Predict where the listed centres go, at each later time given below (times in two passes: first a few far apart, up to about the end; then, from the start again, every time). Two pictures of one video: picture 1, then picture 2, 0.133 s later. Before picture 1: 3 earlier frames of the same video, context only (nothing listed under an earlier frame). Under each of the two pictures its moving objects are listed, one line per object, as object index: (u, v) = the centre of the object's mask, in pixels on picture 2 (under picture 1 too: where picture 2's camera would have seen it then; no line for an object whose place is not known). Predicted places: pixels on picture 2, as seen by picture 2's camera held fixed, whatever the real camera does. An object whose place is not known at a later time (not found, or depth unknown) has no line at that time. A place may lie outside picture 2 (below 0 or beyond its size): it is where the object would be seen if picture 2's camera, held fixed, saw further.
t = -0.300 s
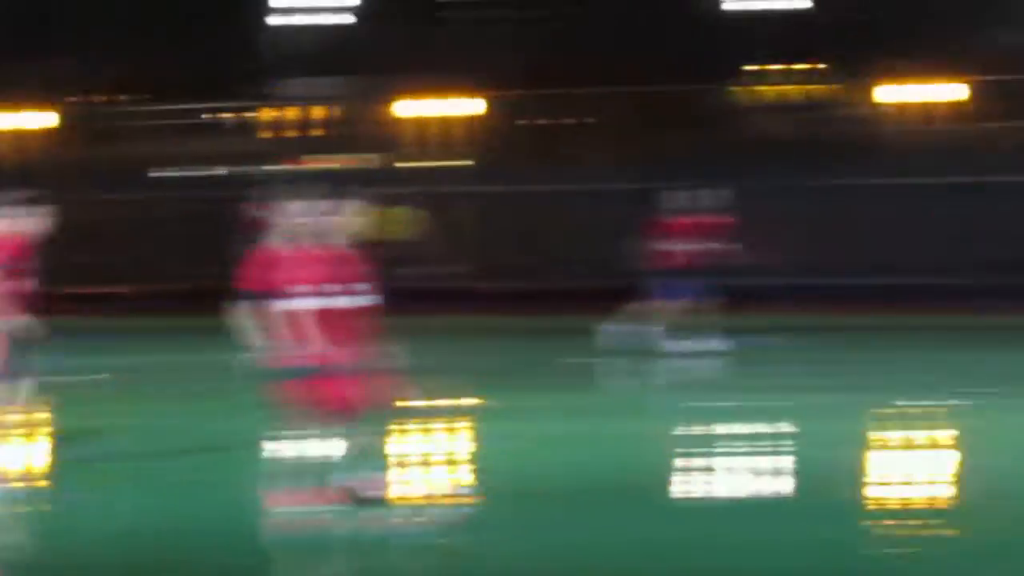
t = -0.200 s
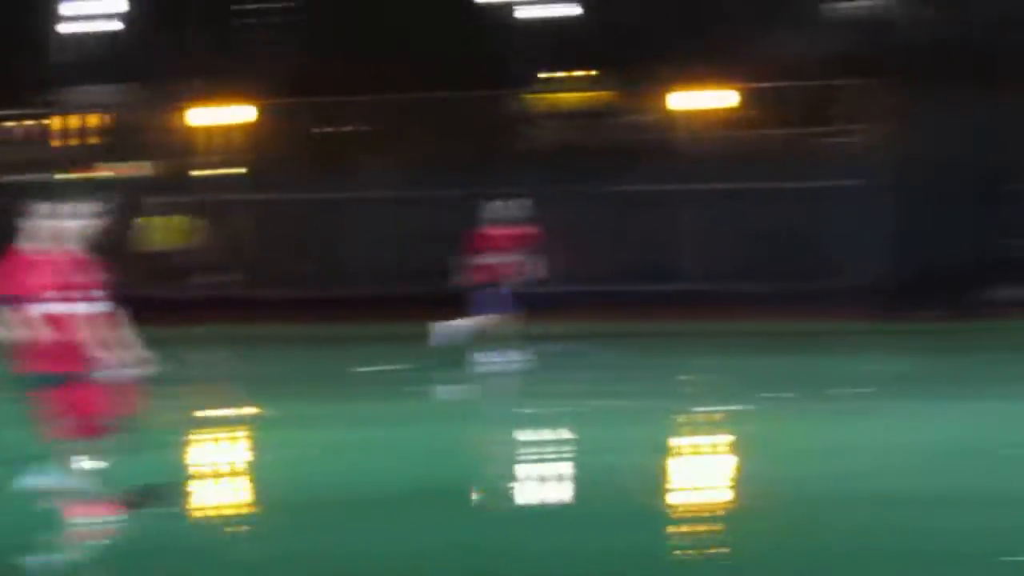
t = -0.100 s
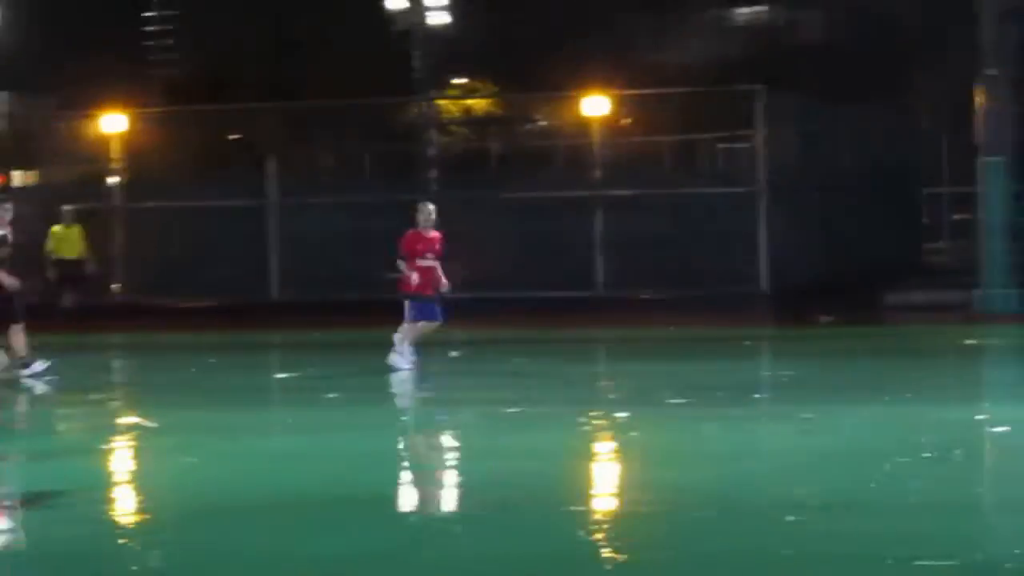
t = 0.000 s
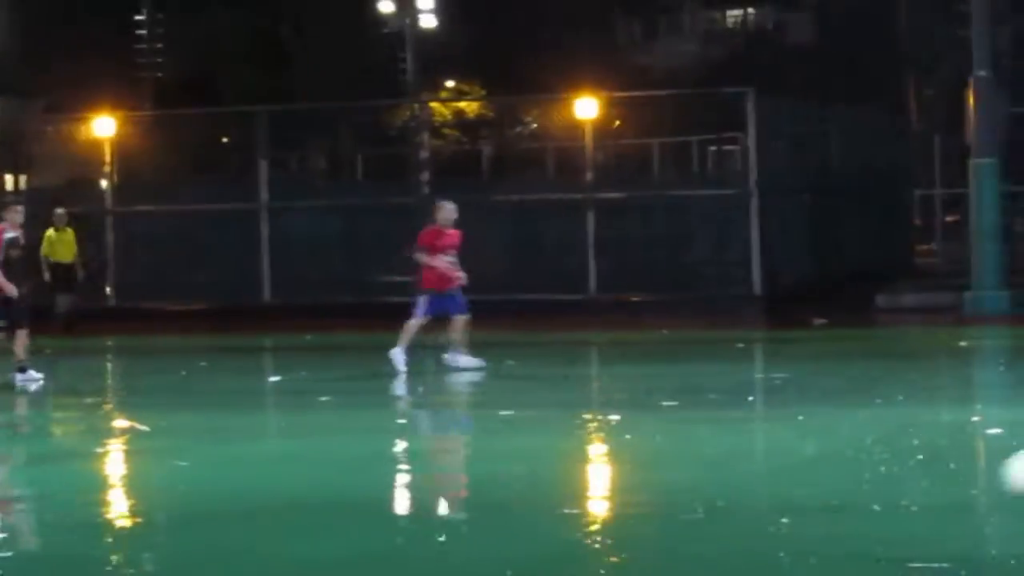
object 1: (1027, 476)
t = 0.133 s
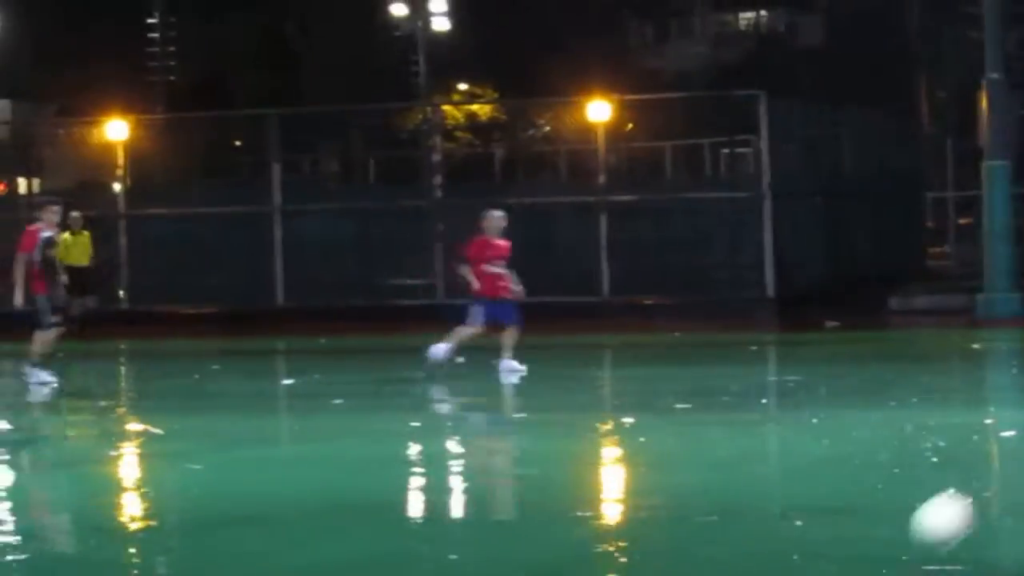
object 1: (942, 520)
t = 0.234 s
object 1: (871, 551)
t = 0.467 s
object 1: (769, 498)
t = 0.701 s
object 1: (678, 550)
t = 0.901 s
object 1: (634, 519)
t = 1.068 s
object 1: (597, 553)
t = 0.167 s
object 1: (916, 537)
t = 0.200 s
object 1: (892, 552)
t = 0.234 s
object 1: (871, 551)
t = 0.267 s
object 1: (856, 538)
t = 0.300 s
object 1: (840, 524)
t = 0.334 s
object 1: (826, 514)
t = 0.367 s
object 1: (812, 506)
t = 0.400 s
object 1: (797, 501)
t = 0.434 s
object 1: (782, 498)
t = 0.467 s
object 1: (769, 498)
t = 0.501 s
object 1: (755, 501)
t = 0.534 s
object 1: (741, 506)
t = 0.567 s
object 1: (728, 514)
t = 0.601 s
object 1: (714, 525)
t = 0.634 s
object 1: (701, 538)
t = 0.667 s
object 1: (688, 554)
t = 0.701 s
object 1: (678, 550)
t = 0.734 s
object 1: (670, 538)
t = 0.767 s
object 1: (663, 530)
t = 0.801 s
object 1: (656, 524)
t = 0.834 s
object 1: (649, 519)
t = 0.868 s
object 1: (642, 518)
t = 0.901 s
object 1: (634, 519)
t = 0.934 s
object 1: (626, 522)
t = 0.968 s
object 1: (619, 529)
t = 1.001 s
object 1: (611, 539)
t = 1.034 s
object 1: (604, 550)
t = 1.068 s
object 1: (597, 553)
